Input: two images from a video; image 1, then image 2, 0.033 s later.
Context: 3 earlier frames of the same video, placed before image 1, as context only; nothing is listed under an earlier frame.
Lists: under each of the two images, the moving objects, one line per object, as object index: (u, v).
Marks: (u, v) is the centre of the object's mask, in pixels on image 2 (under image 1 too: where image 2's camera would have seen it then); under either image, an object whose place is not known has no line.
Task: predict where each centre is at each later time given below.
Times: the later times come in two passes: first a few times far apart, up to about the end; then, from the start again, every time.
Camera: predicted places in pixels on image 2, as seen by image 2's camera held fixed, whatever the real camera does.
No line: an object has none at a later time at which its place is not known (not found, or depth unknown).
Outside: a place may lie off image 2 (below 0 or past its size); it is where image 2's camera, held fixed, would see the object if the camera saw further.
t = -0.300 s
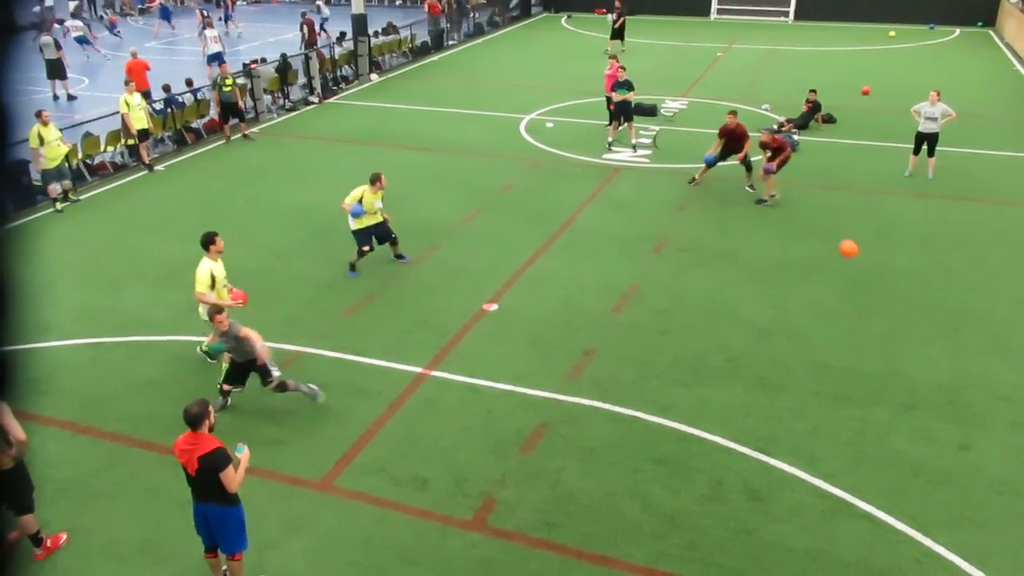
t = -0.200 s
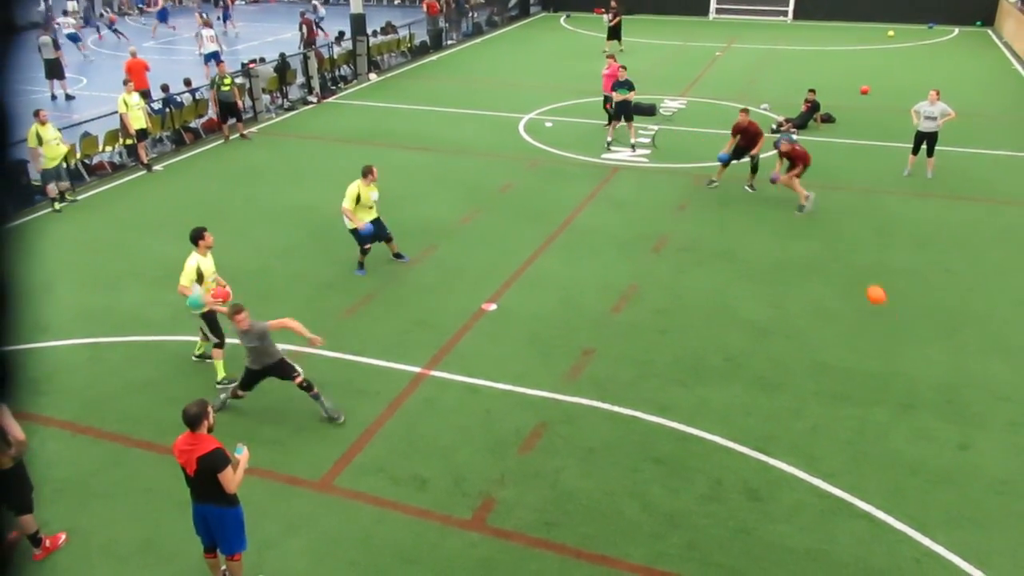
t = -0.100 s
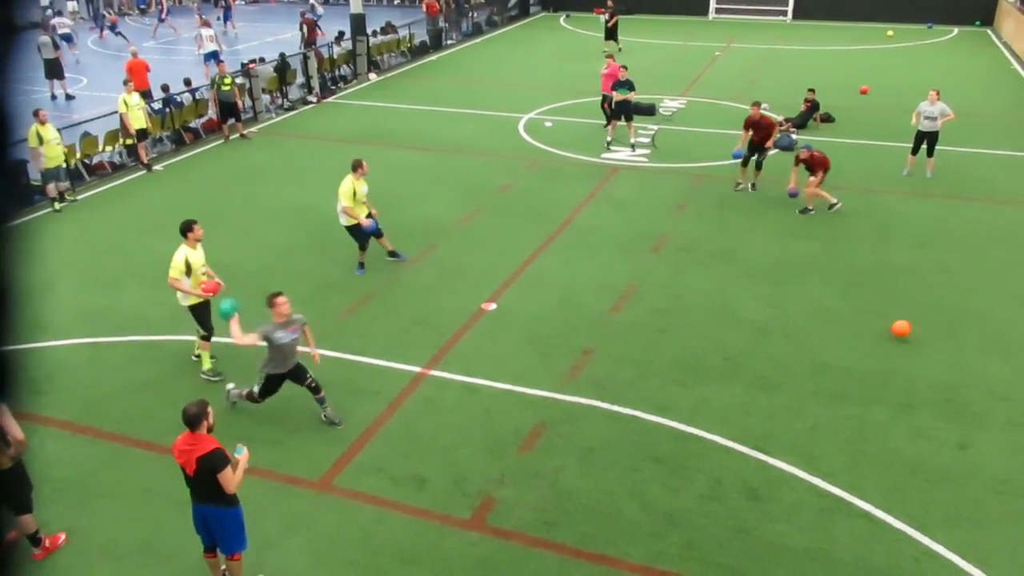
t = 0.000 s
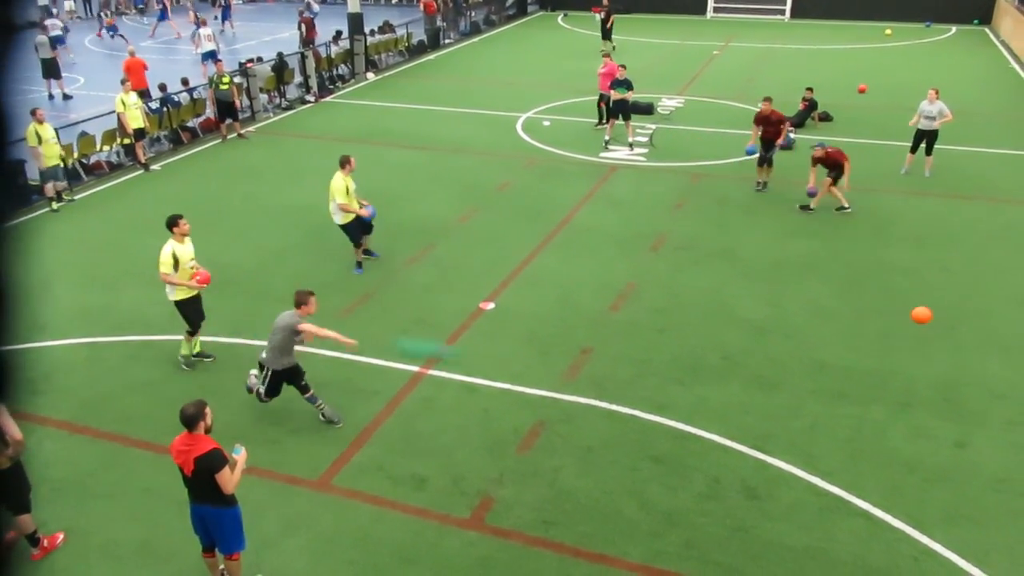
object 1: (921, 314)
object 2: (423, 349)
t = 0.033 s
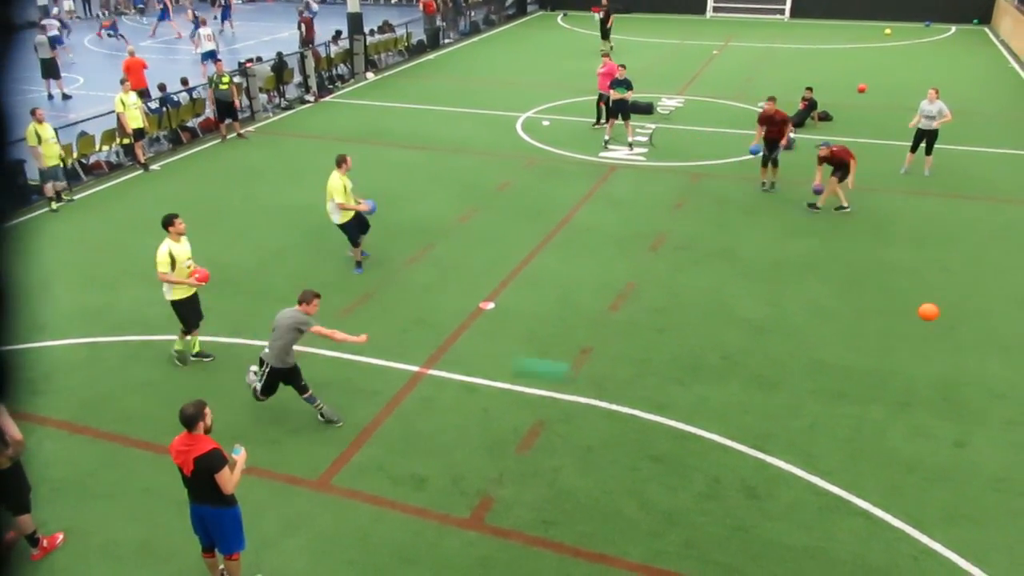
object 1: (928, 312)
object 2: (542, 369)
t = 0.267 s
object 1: (976, 317)
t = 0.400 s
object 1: (1001, 341)
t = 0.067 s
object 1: (936, 310)
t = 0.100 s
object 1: (943, 309)
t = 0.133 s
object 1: (950, 309)
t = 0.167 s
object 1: (956, 309)
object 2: (1011, 453)
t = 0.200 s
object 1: (963, 311)
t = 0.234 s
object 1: (970, 314)
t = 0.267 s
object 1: (976, 317)
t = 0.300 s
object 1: (983, 322)
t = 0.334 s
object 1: (989, 327)
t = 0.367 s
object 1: (995, 334)
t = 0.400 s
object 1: (1001, 341)
